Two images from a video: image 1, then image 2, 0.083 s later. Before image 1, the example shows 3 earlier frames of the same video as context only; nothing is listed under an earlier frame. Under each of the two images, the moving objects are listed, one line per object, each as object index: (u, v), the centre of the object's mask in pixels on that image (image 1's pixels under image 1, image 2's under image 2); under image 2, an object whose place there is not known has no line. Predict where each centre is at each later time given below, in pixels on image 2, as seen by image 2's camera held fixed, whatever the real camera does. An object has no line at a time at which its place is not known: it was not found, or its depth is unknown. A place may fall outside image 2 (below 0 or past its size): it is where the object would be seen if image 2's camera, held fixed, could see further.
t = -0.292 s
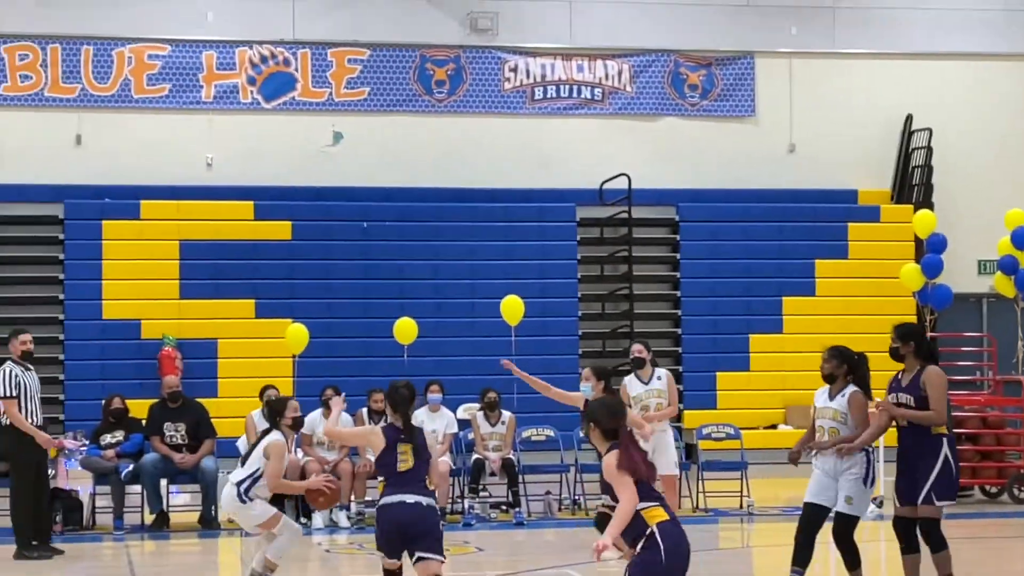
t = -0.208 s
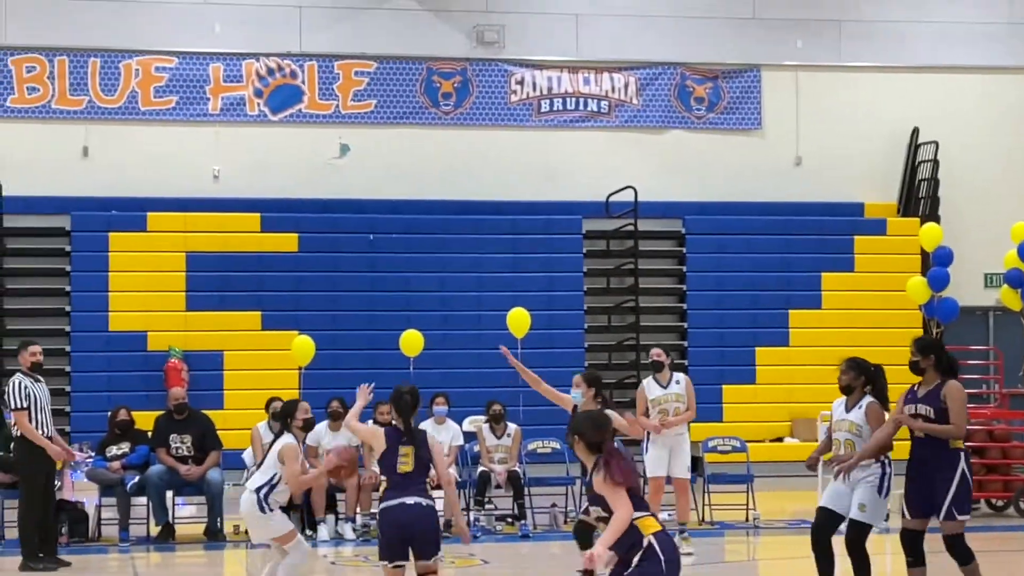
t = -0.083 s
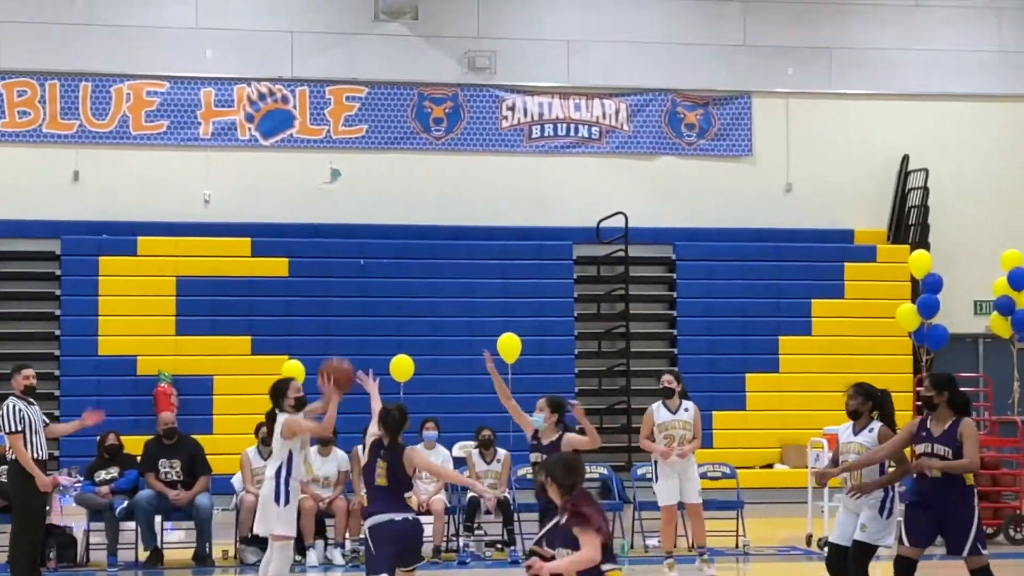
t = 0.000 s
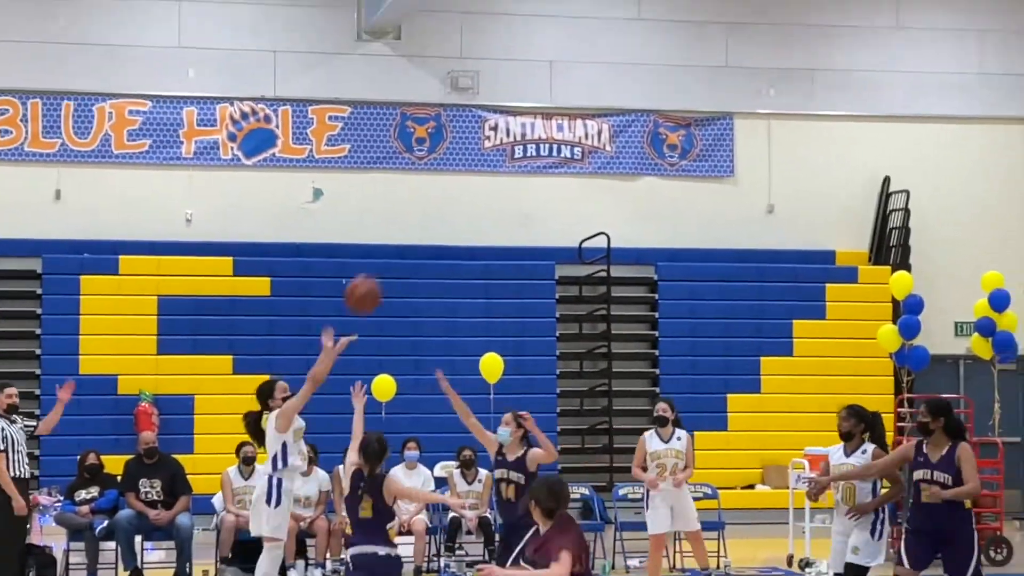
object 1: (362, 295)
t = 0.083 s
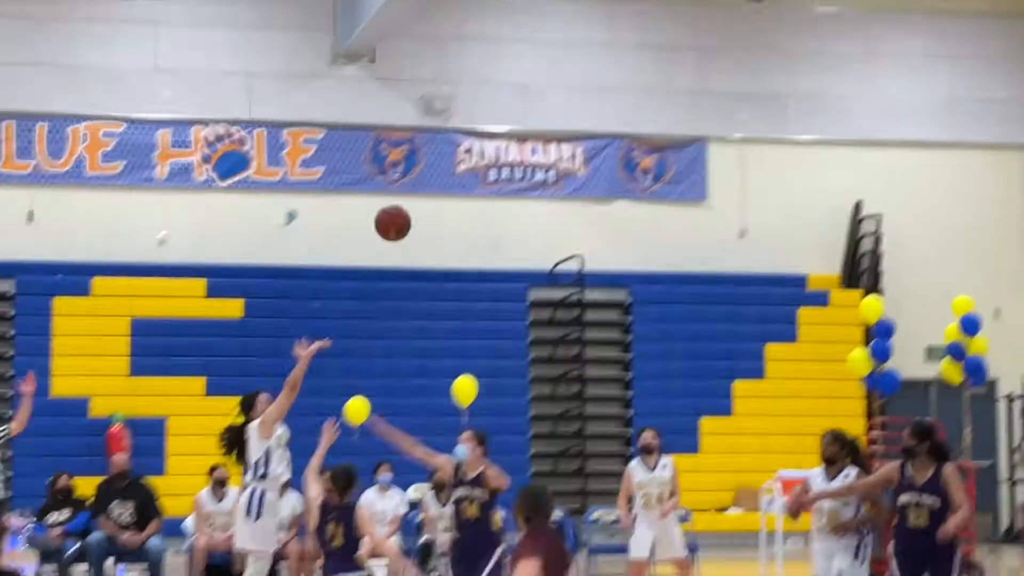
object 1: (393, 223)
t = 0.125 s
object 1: (418, 188)
